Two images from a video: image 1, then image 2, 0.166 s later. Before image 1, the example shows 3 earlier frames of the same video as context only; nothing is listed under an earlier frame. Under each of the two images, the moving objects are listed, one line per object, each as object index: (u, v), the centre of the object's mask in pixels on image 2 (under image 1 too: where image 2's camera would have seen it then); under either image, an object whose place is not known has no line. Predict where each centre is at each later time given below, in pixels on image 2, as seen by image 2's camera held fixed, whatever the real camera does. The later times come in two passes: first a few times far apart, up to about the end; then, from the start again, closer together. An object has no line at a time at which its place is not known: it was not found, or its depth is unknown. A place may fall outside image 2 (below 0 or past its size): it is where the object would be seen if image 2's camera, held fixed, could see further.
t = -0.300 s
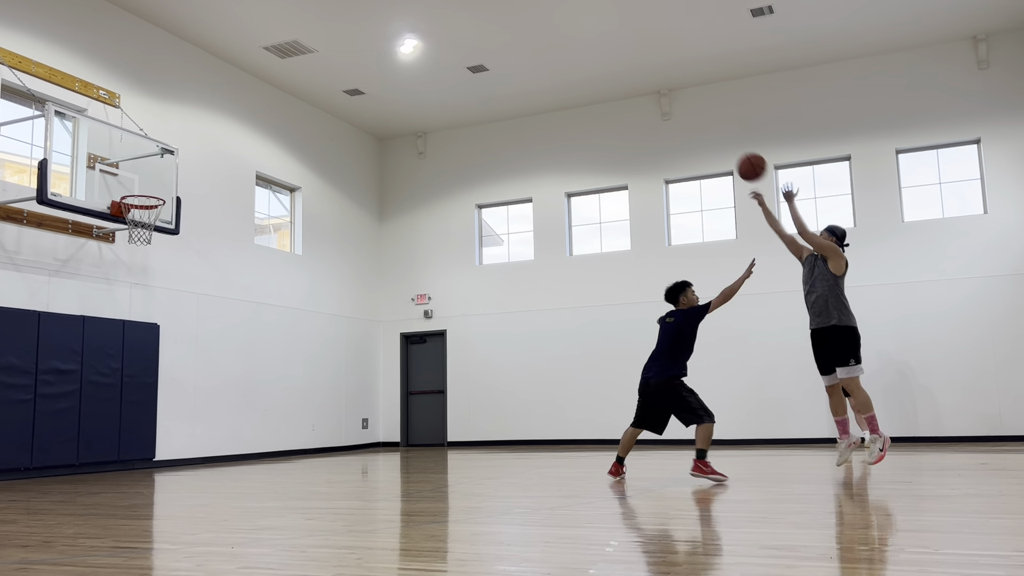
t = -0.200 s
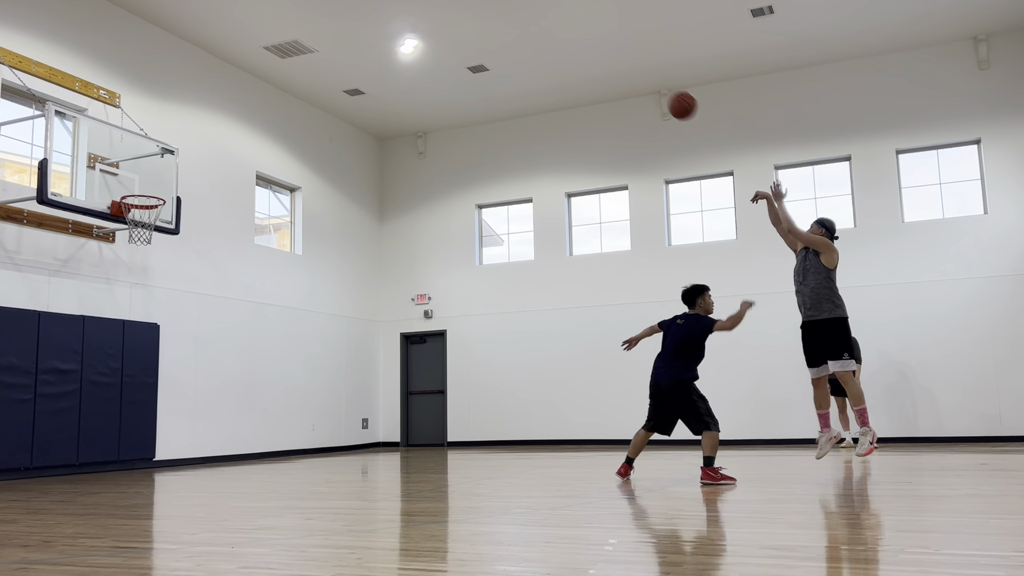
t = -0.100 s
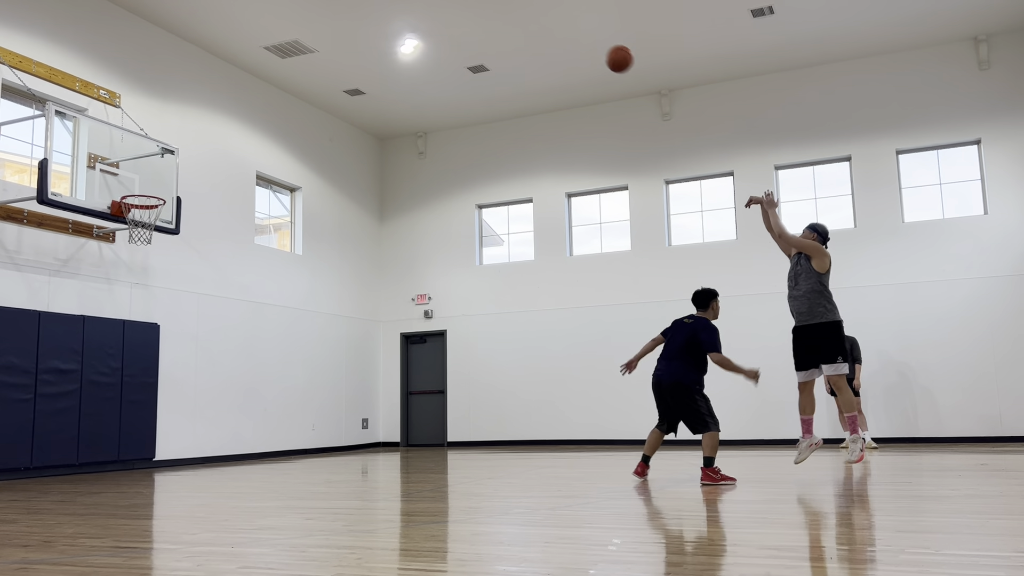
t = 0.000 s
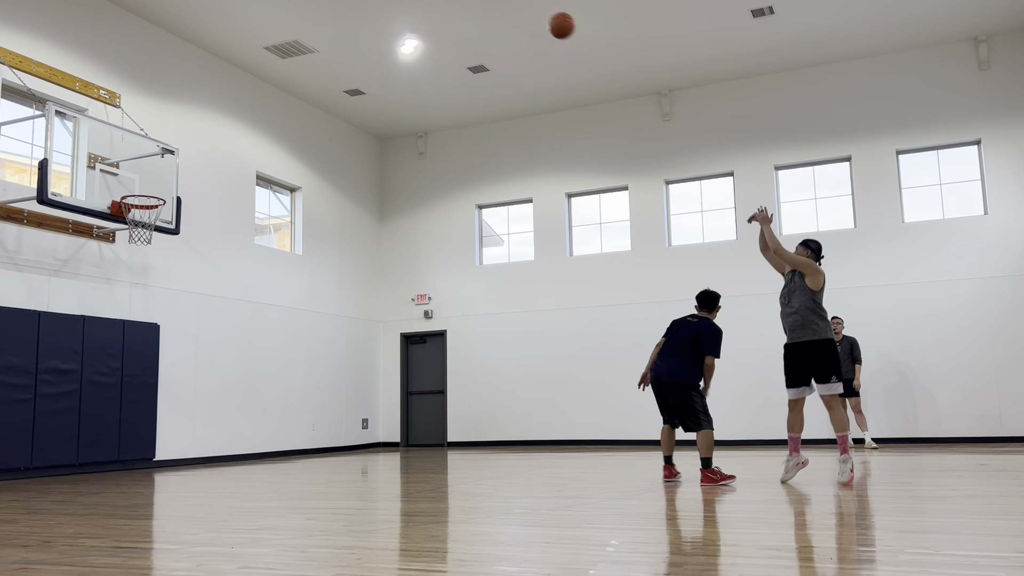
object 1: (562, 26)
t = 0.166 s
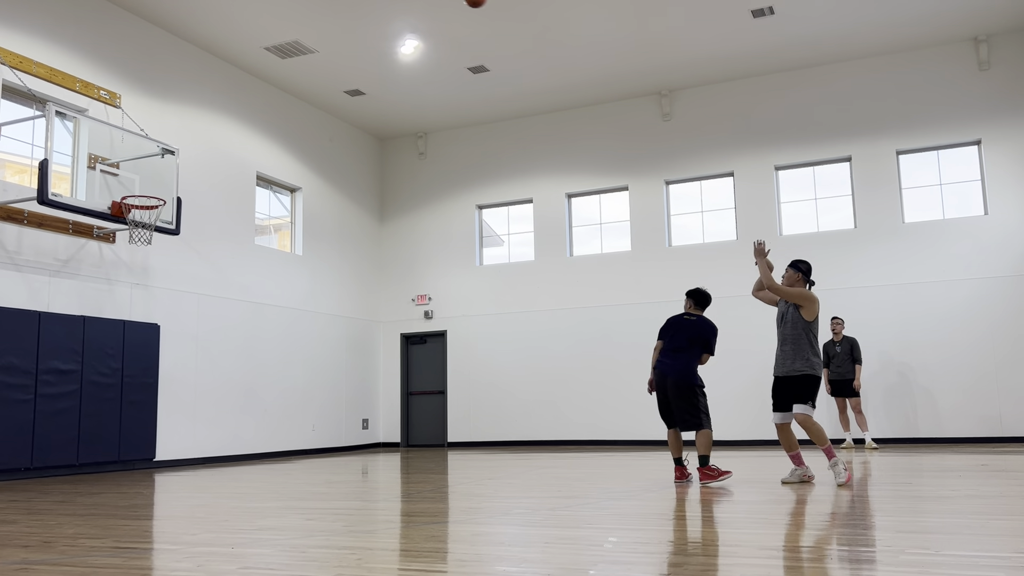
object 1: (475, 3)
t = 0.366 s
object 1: (384, 2)
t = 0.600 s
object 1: (289, 36)
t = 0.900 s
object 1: (181, 146)
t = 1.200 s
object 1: (135, 134)
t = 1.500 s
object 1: (147, 98)
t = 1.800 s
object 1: (157, 139)
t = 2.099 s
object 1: (167, 264)
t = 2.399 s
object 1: (174, 462)
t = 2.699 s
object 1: (148, 303)
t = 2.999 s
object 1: (120, 240)
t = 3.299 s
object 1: (87, 266)
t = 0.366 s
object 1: (384, 2)
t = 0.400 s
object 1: (370, 4)
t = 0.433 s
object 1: (356, 5)
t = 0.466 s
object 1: (342, 8)
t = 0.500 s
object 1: (328, 13)
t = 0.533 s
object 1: (315, 20)
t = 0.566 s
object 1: (302, 28)
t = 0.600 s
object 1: (289, 36)
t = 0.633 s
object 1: (276, 45)
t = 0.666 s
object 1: (264, 55)
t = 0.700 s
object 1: (251, 66)
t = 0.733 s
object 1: (239, 77)
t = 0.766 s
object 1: (227, 89)
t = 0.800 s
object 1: (216, 102)
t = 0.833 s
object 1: (204, 116)
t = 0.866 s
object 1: (192, 130)
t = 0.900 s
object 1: (181, 146)
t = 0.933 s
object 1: (170, 162)
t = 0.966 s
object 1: (158, 178)
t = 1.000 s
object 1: (148, 195)
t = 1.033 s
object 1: (142, 186)
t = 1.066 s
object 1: (137, 173)
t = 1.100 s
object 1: (132, 161)
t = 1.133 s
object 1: (132, 151)
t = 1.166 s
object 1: (134, 142)
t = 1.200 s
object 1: (135, 134)
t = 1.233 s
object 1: (137, 126)
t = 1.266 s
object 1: (138, 119)
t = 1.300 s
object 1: (139, 114)
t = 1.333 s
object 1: (141, 109)
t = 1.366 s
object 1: (142, 105)
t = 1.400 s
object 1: (143, 102)
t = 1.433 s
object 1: (145, 100)
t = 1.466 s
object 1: (146, 99)
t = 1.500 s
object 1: (147, 98)
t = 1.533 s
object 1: (148, 99)
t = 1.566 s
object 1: (150, 100)
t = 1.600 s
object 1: (151, 103)
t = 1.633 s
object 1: (152, 106)
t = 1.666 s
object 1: (153, 111)
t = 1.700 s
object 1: (154, 116)
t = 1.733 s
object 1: (156, 123)
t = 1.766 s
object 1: (156, 130)
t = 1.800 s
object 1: (157, 139)
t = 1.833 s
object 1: (158, 148)
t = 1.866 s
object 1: (160, 159)
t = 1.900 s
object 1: (161, 170)
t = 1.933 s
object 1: (162, 183)
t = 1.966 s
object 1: (163, 197)
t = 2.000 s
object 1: (164, 212)
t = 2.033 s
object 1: (165, 228)
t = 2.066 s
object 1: (165, 246)
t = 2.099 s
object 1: (167, 264)
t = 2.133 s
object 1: (168, 285)
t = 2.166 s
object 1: (169, 306)
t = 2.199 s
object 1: (170, 328)
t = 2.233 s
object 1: (171, 352)
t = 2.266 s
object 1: (172, 378)
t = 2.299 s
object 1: (173, 405)
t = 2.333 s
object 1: (174, 433)
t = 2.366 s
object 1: (175, 464)
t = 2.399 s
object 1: (174, 462)
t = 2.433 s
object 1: (171, 439)
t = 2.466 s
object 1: (168, 418)
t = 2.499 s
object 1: (165, 398)
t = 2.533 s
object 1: (162, 379)
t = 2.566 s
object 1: (159, 361)
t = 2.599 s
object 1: (156, 345)
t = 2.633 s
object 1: (153, 330)
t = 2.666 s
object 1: (151, 316)
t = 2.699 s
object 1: (148, 303)
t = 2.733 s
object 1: (145, 291)
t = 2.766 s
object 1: (142, 281)
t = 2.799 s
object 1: (139, 272)
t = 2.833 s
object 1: (136, 264)
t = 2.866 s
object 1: (133, 257)
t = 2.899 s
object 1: (130, 251)
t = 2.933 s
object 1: (126, 246)
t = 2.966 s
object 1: (124, 243)
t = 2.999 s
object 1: (120, 240)
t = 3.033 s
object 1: (116, 239)
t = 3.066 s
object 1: (113, 238)
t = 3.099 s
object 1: (109, 239)
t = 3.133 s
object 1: (106, 240)
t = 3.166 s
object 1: (103, 243)
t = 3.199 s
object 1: (99, 247)
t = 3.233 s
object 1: (95, 252)
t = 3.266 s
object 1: (91, 259)
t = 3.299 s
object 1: (87, 266)
